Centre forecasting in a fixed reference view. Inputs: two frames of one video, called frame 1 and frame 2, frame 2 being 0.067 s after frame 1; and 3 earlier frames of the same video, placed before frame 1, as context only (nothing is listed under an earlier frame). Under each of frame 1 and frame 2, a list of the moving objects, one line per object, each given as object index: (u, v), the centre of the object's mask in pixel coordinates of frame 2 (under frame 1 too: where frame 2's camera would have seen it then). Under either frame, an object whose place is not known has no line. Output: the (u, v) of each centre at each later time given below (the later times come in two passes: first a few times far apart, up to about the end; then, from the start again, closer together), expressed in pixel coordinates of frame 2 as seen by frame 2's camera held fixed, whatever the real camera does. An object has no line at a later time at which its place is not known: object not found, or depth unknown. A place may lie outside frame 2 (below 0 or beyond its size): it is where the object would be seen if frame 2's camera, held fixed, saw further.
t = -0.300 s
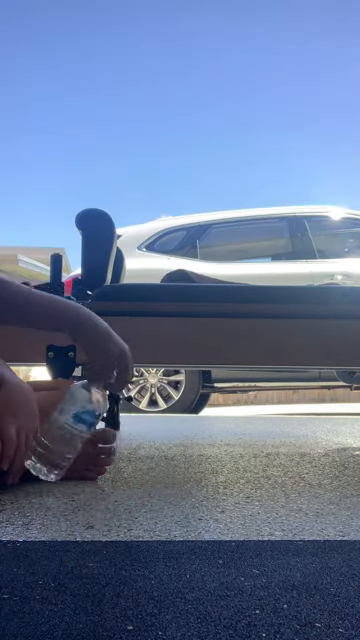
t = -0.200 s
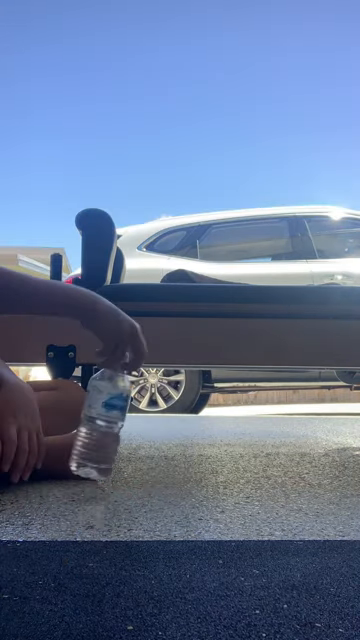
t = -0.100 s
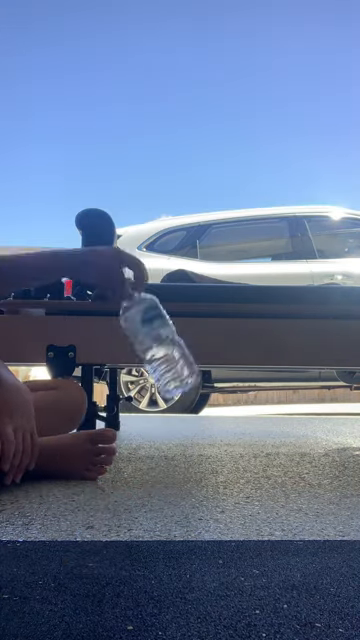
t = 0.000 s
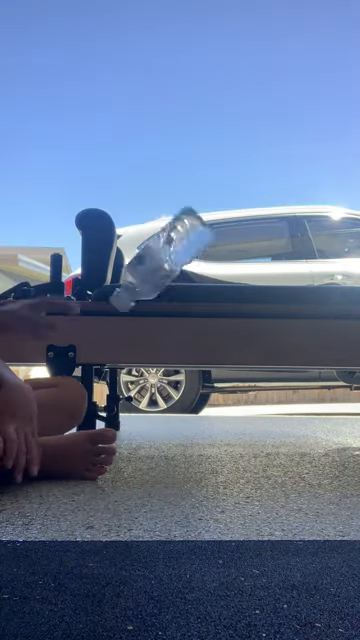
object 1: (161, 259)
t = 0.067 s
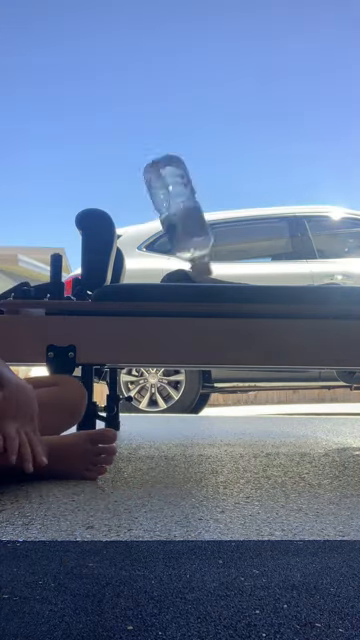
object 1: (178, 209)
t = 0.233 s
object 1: (170, 216)
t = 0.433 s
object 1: (135, 433)
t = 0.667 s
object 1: (135, 434)
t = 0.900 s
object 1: (135, 434)
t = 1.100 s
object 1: (135, 434)
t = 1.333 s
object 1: (135, 434)
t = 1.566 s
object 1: (135, 434)
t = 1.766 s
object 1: (135, 434)
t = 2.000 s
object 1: (135, 434)
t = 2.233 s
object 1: (135, 434)
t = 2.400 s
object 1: (135, 434)
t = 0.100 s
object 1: (178, 191)
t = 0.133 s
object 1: (181, 187)
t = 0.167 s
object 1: (178, 188)
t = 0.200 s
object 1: (174, 197)
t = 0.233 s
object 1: (170, 216)
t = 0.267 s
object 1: (164, 242)
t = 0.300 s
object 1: (158, 277)
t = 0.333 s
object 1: (153, 321)
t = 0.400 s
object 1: (140, 434)
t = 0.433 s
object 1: (135, 433)
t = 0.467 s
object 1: (134, 434)
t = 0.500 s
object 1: (135, 434)
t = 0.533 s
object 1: (135, 434)
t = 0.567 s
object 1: (135, 435)
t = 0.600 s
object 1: (135, 434)
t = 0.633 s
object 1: (135, 434)
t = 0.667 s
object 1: (135, 434)
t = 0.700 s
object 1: (135, 434)
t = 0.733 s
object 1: (135, 434)
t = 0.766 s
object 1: (135, 434)
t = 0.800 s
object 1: (135, 434)
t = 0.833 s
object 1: (135, 434)
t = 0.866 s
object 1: (135, 434)
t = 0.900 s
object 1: (135, 434)
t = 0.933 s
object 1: (135, 434)
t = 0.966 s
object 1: (135, 434)
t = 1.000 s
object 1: (135, 434)
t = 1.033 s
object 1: (135, 434)
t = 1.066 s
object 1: (135, 434)
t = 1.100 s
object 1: (135, 434)
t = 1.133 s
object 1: (135, 434)
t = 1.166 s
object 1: (135, 434)
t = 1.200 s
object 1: (135, 434)
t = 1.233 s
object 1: (135, 434)
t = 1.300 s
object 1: (135, 434)
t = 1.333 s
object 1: (135, 434)
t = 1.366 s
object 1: (135, 434)
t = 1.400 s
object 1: (135, 434)
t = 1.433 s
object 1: (135, 434)
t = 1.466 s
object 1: (135, 434)
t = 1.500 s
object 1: (135, 434)
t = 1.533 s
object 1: (135, 434)
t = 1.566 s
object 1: (135, 434)
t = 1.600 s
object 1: (135, 434)
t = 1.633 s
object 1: (135, 434)
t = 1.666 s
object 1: (135, 434)
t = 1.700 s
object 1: (135, 434)
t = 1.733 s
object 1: (135, 434)
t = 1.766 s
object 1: (135, 434)
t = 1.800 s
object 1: (135, 434)
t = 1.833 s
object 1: (135, 434)
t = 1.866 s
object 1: (135, 434)
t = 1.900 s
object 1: (135, 434)
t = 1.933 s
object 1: (135, 434)
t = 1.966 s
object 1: (135, 434)
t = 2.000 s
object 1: (135, 434)
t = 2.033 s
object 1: (135, 434)
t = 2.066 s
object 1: (135, 434)
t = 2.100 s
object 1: (135, 434)
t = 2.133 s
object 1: (135, 434)
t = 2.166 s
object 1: (135, 434)
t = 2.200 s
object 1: (135, 434)
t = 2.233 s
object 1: (135, 434)
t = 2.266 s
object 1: (135, 435)
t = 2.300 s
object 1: (135, 434)
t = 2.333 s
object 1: (135, 434)
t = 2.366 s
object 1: (135, 434)
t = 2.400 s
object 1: (135, 434)
